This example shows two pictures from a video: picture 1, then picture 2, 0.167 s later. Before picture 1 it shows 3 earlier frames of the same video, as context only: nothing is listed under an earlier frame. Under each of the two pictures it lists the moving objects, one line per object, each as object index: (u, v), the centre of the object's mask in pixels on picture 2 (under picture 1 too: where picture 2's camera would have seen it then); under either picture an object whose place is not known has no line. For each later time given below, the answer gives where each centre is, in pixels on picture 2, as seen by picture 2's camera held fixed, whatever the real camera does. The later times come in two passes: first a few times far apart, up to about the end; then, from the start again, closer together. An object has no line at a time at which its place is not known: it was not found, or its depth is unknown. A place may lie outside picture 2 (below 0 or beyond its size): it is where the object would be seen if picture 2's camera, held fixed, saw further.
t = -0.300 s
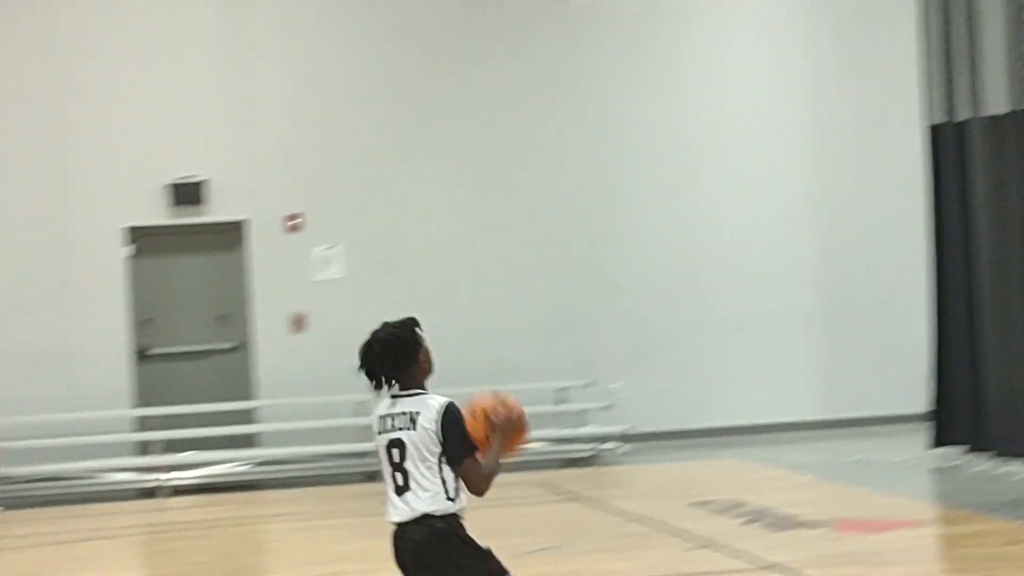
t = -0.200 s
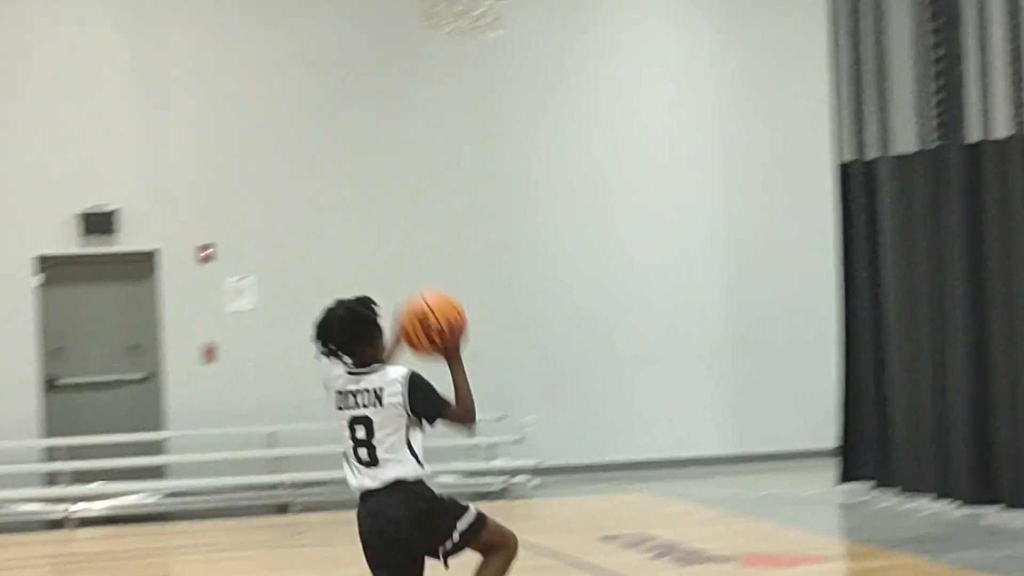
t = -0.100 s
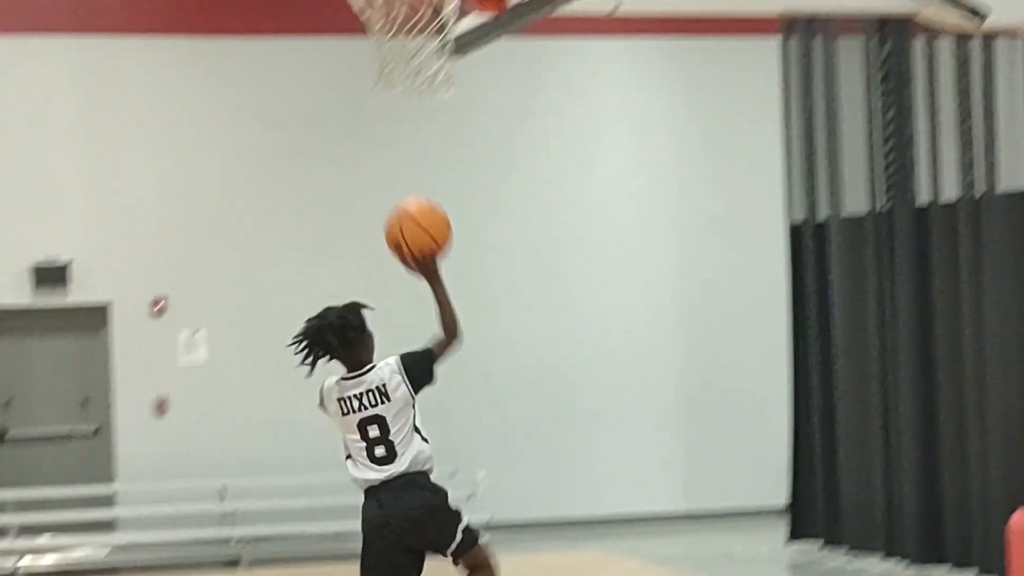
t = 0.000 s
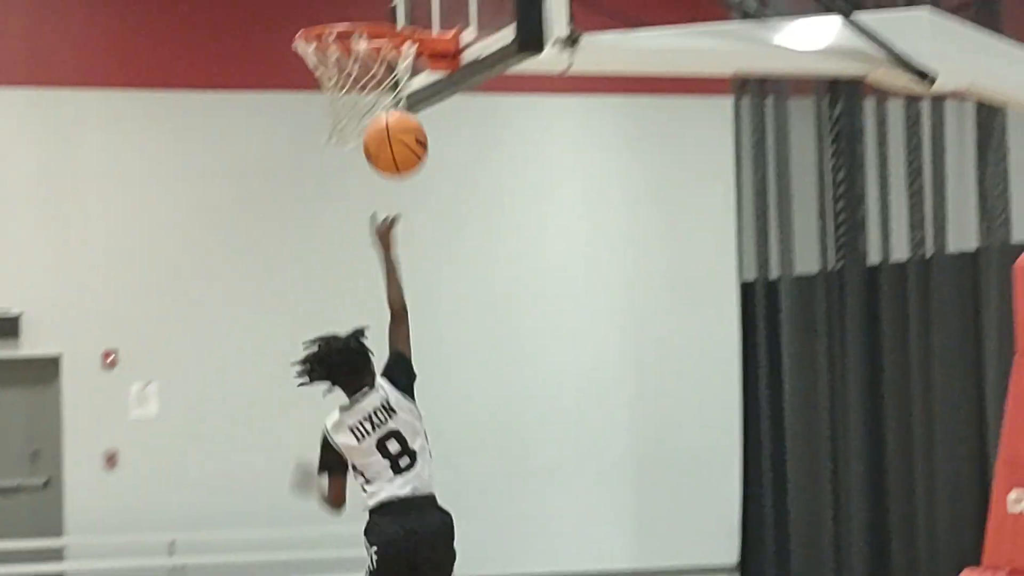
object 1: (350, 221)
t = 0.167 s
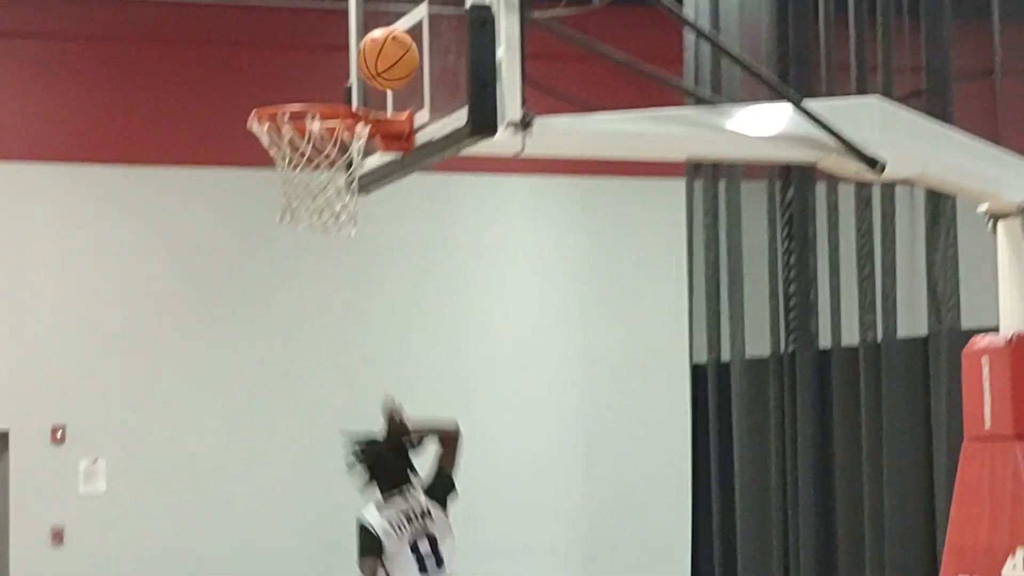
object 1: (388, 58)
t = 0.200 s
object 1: (393, 35)
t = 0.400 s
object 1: (335, -13)
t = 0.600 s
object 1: (259, 42)
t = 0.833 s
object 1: (179, 223)
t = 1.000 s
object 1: (123, 428)
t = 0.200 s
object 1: (393, 35)
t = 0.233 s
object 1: (401, 16)
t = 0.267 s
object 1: (389, 4)
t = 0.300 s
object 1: (376, -4)
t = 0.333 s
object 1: (362, -10)
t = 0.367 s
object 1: (349, -13)
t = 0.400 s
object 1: (335, -13)
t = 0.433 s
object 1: (321, -11)
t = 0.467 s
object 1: (310, -6)
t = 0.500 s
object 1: (297, 2)
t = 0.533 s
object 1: (284, 12)
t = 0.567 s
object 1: (271, 26)
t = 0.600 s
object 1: (259, 42)
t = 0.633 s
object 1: (247, 60)
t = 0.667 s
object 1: (235, 81)
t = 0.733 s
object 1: (212, 131)
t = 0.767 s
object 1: (201, 156)
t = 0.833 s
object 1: (179, 223)
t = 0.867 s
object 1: (168, 261)
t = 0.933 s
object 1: (145, 341)
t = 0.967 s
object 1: (134, 381)
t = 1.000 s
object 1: (123, 428)
